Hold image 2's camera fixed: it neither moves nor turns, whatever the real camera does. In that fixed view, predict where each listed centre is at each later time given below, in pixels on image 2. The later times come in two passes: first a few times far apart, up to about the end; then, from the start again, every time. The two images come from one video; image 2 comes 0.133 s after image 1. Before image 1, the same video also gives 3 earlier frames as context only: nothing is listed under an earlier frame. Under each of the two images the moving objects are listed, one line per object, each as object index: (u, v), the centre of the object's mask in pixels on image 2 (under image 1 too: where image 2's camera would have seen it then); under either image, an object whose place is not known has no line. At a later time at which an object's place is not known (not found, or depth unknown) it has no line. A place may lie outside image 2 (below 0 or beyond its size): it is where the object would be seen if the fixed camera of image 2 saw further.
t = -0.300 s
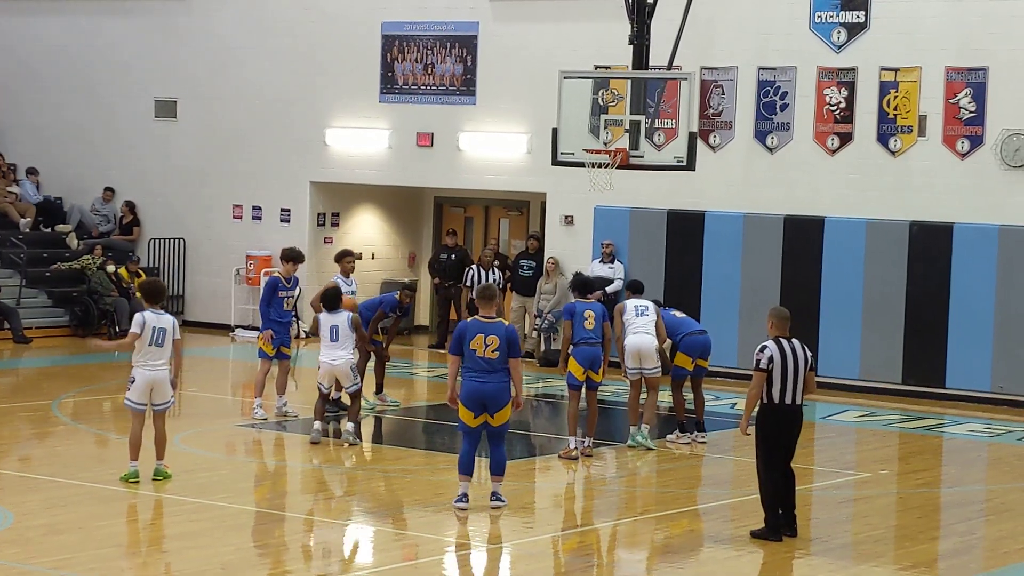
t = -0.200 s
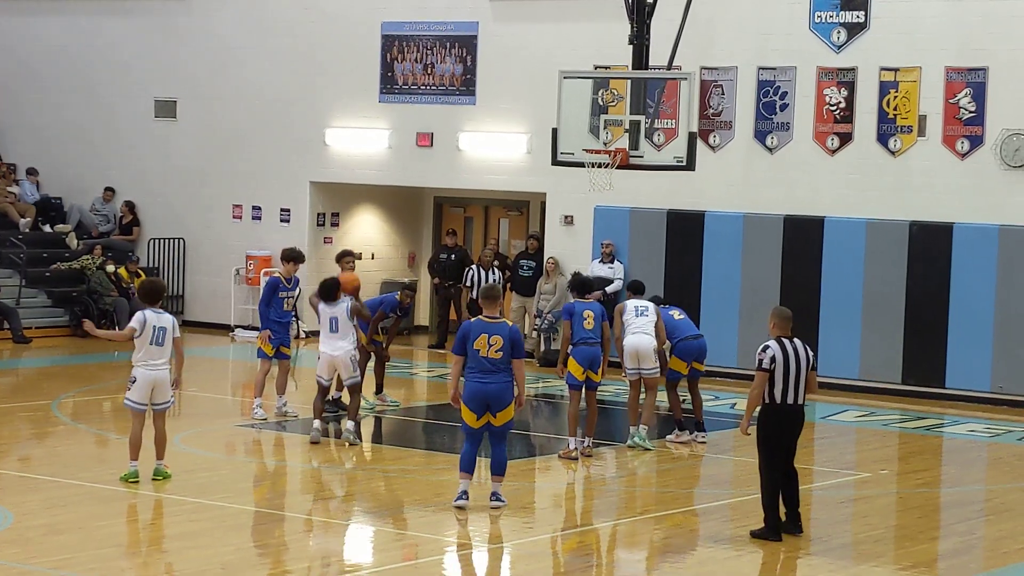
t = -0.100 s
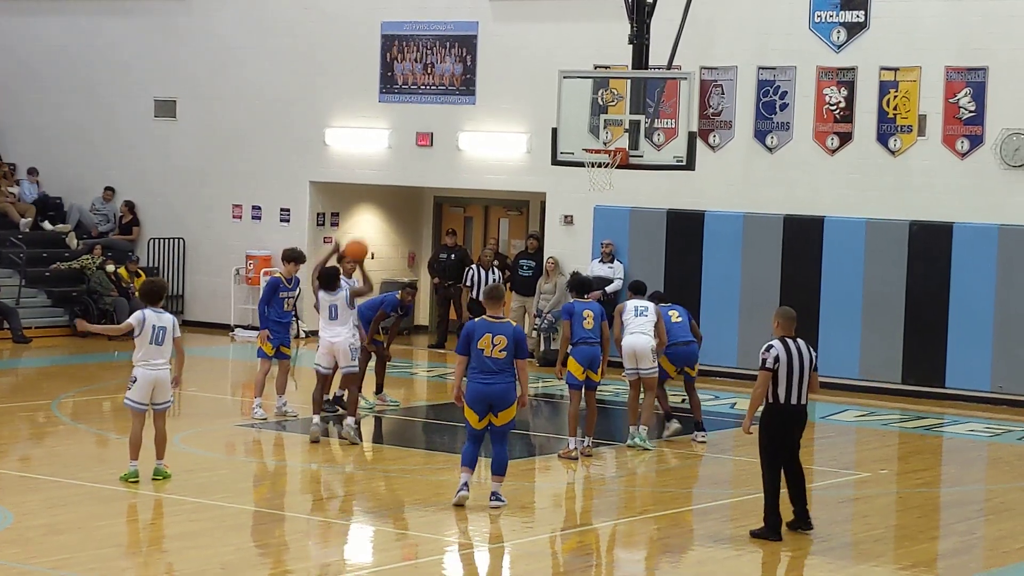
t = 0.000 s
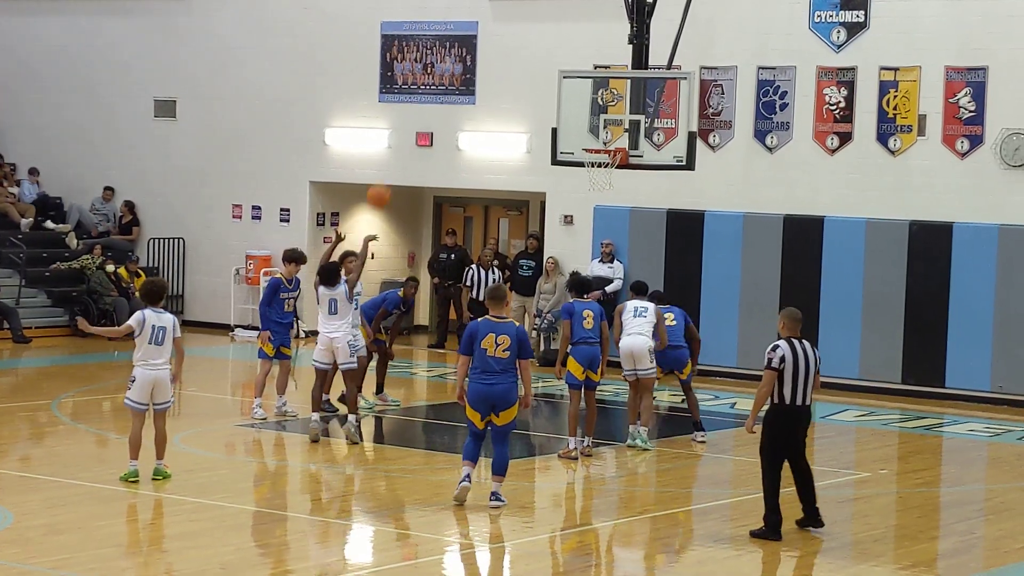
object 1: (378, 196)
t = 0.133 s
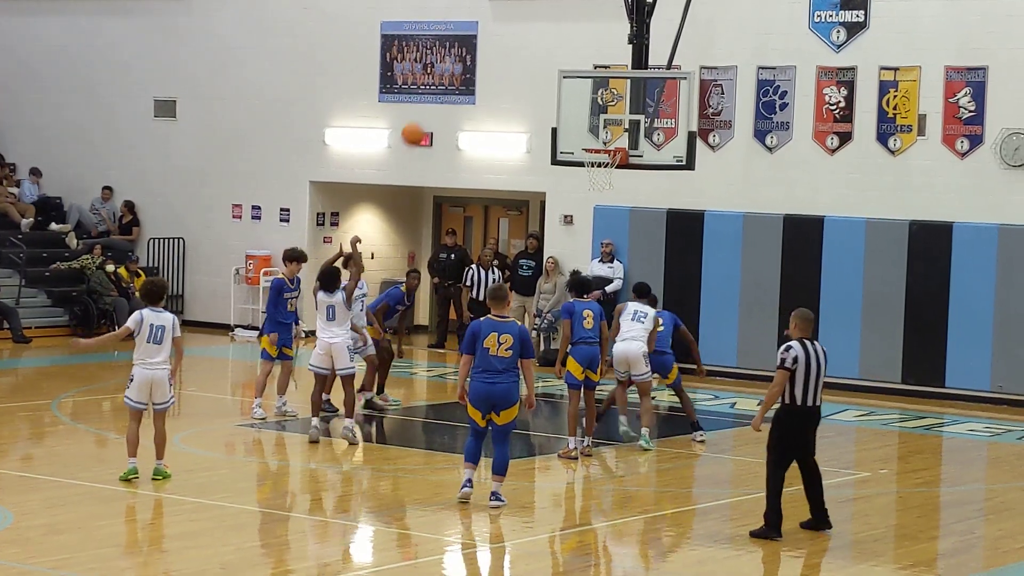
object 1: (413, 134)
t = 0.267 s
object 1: (445, 91)
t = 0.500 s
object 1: (498, 59)
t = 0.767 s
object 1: (552, 82)
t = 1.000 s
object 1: (595, 148)
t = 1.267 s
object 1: (627, 185)
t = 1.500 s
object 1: (644, 244)
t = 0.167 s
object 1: (421, 122)
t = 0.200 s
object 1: (429, 111)
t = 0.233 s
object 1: (437, 100)
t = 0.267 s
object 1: (445, 91)
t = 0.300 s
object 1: (453, 83)
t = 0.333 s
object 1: (461, 77)
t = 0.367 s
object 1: (468, 72)
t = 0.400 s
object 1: (475, 67)
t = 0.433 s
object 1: (483, 63)
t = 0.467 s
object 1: (491, 61)
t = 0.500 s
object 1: (498, 59)
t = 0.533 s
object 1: (505, 59)
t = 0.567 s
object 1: (512, 59)
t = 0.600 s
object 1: (519, 60)
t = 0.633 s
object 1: (526, 63)
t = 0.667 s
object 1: (533, 66)
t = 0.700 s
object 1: (539, 70)
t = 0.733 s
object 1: (546, 76)
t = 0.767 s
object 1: (552, 82)
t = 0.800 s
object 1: (558, 89)
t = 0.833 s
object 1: (565, 97)
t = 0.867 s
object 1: (571, 106)
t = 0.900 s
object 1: (577, 115)
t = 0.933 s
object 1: (583, 126)
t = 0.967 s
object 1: (589, 137)
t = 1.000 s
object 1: (595, 148)
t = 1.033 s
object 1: (600, 159)
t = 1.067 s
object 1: (607, 167)
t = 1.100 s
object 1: (612, 171)
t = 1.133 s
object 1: (616, 172)
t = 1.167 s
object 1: (619, 174)
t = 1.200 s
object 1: (621, 179)
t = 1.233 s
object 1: (624, 181)
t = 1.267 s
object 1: (627, 185)
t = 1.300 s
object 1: (629, 191)
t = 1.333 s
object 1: (632, 197)
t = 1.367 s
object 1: (634, 205)
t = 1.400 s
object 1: (637, 213)
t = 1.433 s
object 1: (639, 223)
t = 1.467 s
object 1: (642, 233)
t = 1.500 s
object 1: (644, 244)
